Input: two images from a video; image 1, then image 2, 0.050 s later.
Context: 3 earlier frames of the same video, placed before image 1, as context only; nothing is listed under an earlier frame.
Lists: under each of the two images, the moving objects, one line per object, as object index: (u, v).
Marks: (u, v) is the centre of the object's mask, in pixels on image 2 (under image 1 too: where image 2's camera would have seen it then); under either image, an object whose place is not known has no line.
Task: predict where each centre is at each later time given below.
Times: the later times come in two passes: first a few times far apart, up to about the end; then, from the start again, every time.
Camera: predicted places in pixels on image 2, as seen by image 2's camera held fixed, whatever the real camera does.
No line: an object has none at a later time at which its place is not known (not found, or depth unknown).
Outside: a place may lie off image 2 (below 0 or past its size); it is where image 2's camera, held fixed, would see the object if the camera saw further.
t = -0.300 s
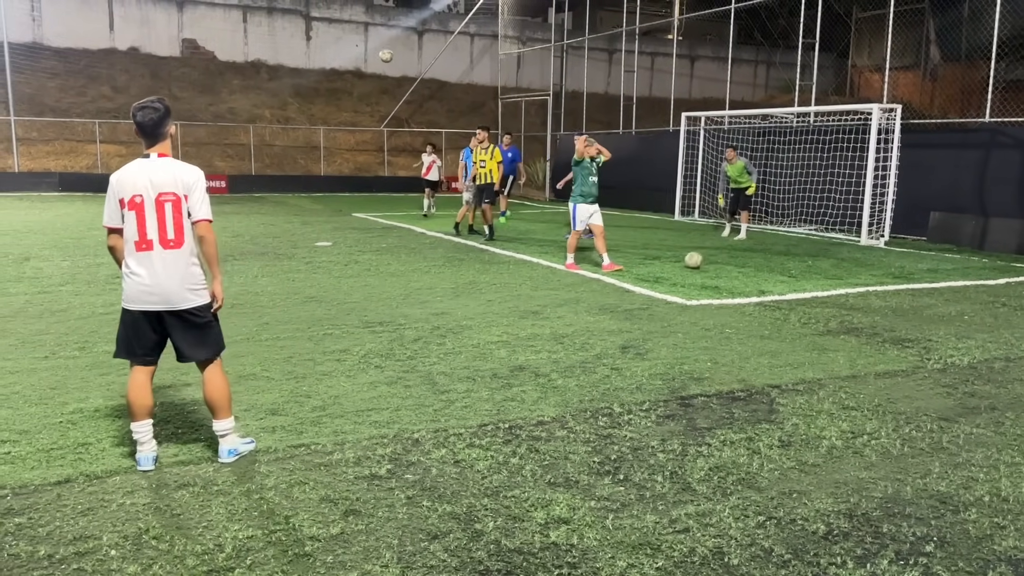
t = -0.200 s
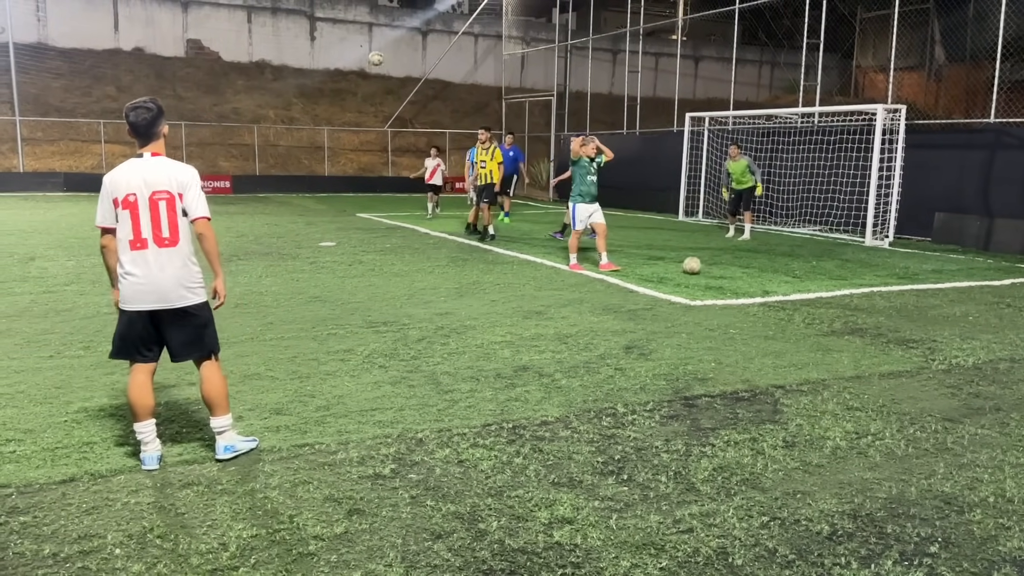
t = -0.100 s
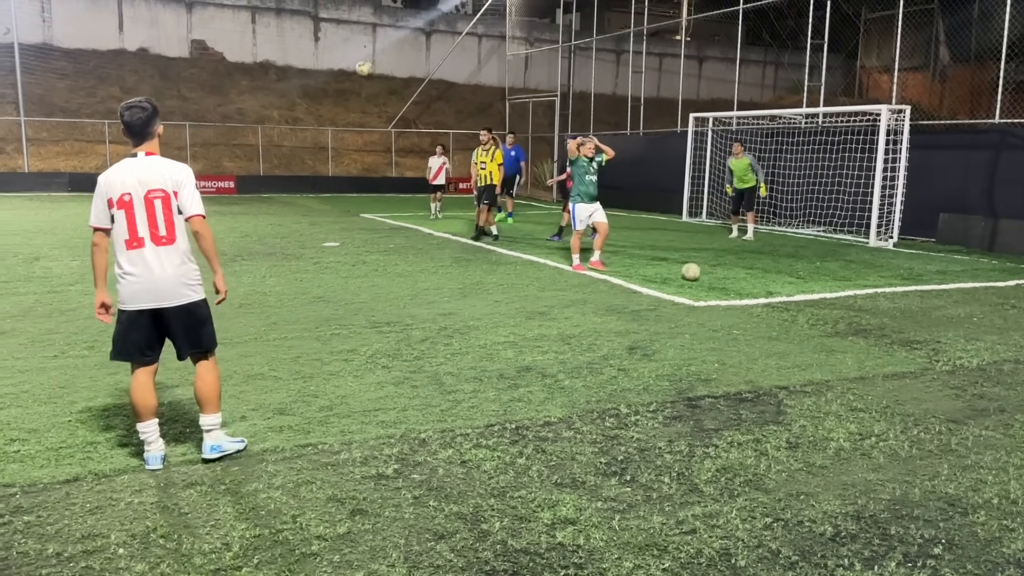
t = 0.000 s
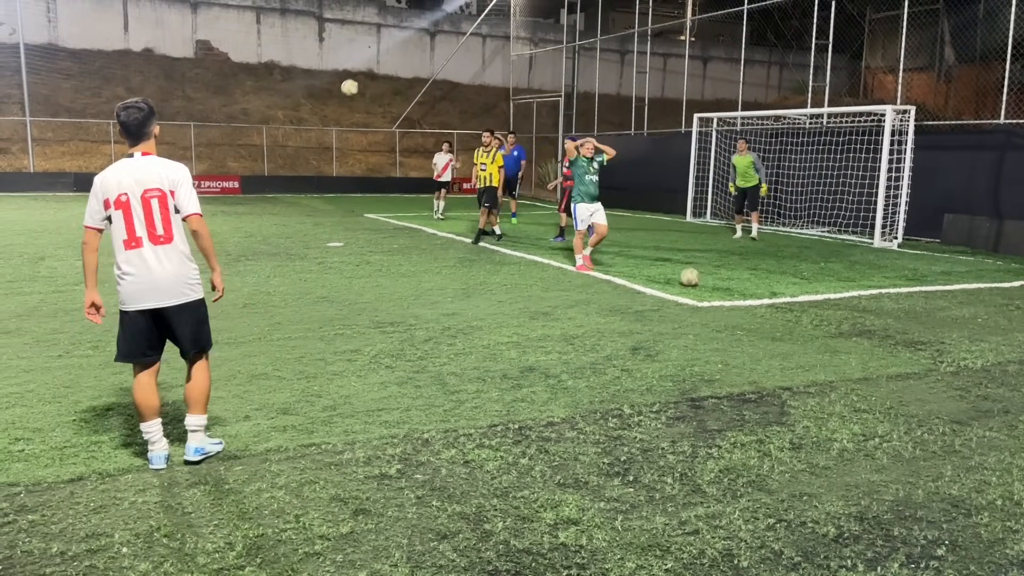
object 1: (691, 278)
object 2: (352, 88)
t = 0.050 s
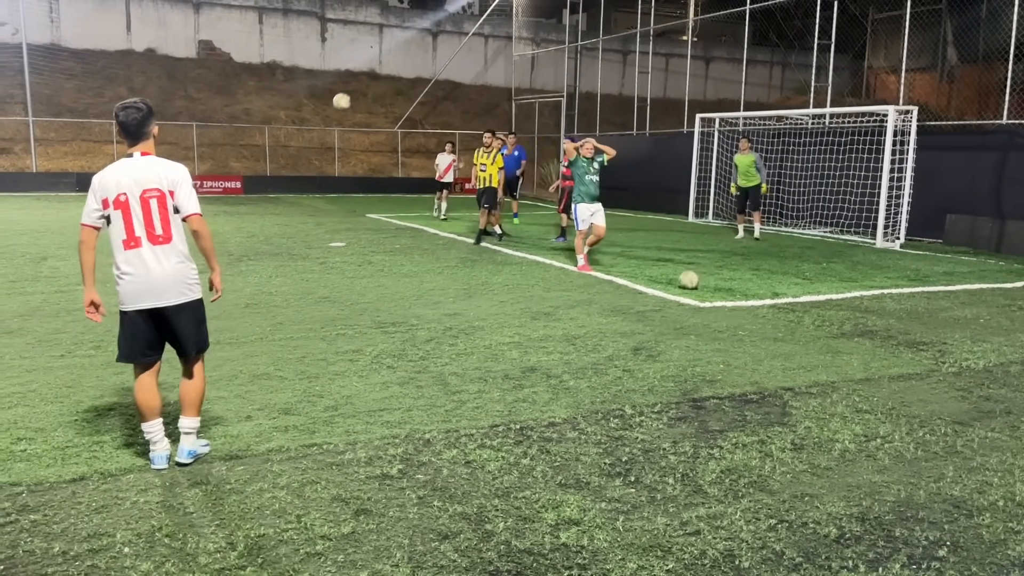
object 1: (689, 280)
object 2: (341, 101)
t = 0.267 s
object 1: (676, 289)
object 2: (289, 198)
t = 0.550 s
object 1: (657, 305)
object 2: (209, 230)
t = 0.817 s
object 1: (632, 327)
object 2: (121, 180)
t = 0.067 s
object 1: (688, 282)
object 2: (338, 106)
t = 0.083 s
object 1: (687, 282)
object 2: (335, 112)
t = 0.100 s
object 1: (686, 283)
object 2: (331, 118)
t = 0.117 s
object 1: (685, 284)
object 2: (328, 124)
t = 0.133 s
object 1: (684, 285)
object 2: (323, 130)
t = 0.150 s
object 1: (683, 286)
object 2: (319, 137)
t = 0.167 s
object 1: (682, 287)
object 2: (315, 144)
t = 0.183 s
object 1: (681, 288)
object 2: (311, 152)
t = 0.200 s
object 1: (681, 288)
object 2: (307, 160)
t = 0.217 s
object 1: (679, 287)
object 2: (303, 169)
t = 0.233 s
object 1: (678, 288)
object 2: (298, 178)
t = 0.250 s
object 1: (677, 289)
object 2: (294, 187)
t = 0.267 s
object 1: (676, 289)
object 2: (289, 198)
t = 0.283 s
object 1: (675, 290)
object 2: (285, 208)
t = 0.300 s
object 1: (674, 291)
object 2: (280, 219)
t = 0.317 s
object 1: (673, 293)
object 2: (275, 231)
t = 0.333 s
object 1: (672, 294)
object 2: (269, 243)
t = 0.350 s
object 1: (671, 296)
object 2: (264, 257)
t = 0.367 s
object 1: (670, 297)
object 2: (259, 270)
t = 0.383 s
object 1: (669, 298)
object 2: (254, 284)
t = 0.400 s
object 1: (667, 298)
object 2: (250, 284)
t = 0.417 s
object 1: (666, 298)
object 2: (245, 277)
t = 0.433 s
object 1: (665, 299)
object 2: (241, 271)
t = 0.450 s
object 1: (664, 301)
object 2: (237, 264)
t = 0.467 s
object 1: (662, 301)
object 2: (233, 258)
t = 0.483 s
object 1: (661, 302)
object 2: (228, 251)
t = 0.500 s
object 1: (660, 303)
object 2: (224, 245)
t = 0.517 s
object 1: (659, 303)
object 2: (220, 240)
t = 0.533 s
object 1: (658, 305)
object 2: (214, 234)
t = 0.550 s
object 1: (657, 305)
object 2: (209, 230)
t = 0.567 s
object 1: (655, 307)
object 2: (205, 225)
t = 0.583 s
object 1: (654, 309)
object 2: (200, 219)
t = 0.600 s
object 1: (652, 310)
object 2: (195, 215)
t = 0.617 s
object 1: (650, 312)
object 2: (190, 210)
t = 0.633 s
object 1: (649, 313)
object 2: (185, 206)
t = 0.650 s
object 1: (648, 314)
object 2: (179, 202)
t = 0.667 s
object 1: (646, 315)
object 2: (174, 199)
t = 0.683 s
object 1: (645, 316)
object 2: (169, 195)
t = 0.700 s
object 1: (643, 317)
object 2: (163, 193)
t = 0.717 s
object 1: (642, 318)
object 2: (158, 190)
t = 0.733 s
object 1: (640, 319)
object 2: (152, 187)
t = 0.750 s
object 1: (639, 320)
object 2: (146, 185)
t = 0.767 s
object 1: (637, 322)
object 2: (140, 183)
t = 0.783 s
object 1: (636, 323)
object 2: (134, 182)
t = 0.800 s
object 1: (634, 325)
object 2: (127, 181)
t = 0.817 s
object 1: (632, 327)
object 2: (121, 180)
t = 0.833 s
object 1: (631, 327)
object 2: (115, 180)
